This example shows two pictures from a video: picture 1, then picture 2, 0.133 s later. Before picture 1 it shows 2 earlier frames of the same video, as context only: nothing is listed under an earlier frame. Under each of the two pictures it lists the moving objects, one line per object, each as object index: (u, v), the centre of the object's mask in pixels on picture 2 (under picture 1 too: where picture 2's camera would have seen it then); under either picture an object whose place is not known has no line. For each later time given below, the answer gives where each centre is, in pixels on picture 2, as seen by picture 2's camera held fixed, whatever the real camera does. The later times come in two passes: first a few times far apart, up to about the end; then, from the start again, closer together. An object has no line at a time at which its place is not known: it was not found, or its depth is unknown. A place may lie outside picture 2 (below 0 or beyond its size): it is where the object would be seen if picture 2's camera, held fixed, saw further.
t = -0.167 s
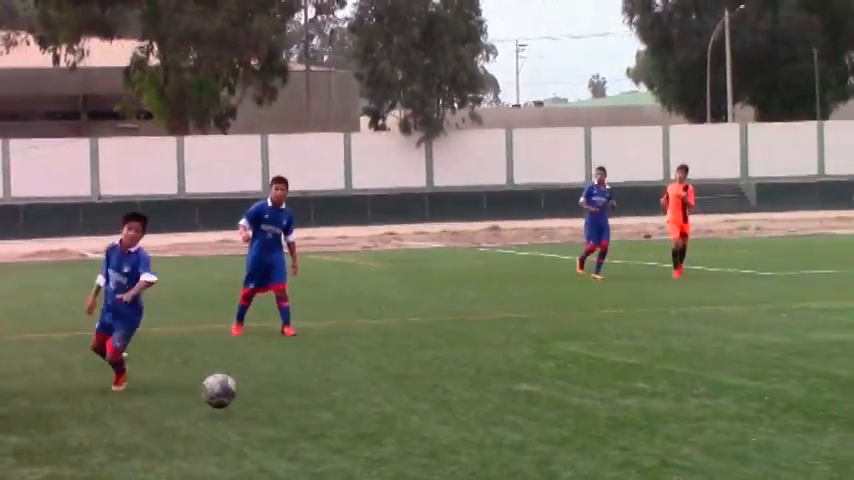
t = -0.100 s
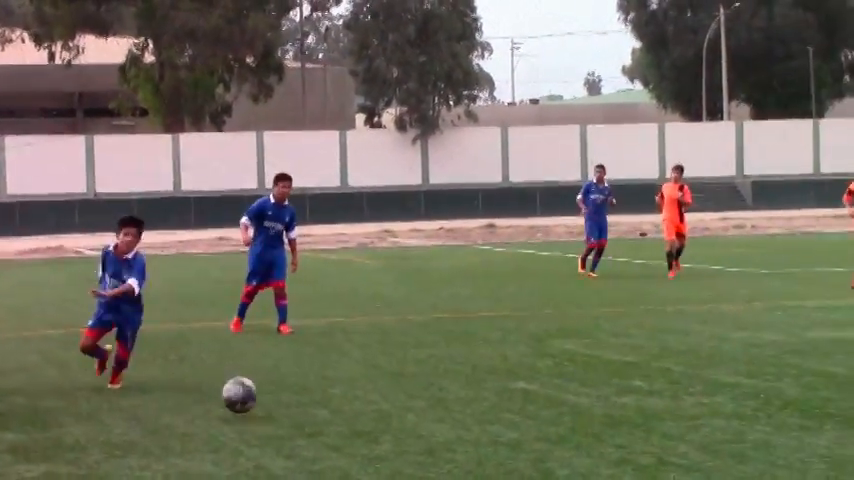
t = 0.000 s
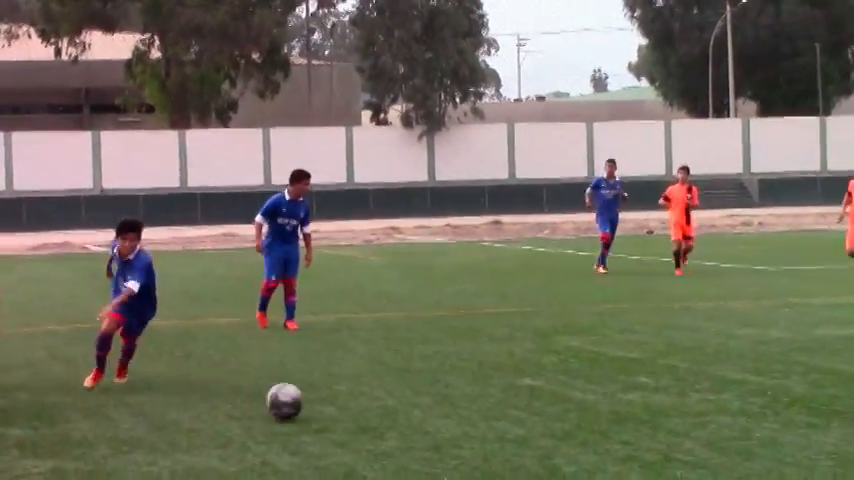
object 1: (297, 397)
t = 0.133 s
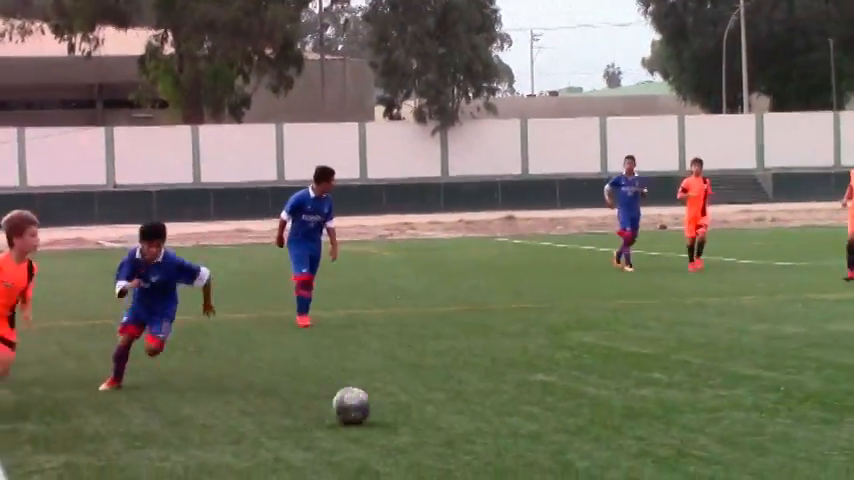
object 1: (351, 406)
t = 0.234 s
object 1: (393, 413)
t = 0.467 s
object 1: (491, 428)
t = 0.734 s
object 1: (617, 454)
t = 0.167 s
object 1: (364, 407)
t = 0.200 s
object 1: (379, 409)
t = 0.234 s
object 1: (393, 413)
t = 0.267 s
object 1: (405, 416)
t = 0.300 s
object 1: (420, 417)
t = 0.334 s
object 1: (434, 419)
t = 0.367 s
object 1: (449, 423)
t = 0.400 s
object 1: (463, 425)
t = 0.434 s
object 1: (478, 425)
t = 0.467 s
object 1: (491, 428)
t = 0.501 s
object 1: (507, 432)
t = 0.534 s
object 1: (521, 436)
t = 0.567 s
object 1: (538, 437)
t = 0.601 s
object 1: (554, 441)
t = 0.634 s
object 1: (569, 445)
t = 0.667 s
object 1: (585, 448)
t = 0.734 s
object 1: (617, 454)
